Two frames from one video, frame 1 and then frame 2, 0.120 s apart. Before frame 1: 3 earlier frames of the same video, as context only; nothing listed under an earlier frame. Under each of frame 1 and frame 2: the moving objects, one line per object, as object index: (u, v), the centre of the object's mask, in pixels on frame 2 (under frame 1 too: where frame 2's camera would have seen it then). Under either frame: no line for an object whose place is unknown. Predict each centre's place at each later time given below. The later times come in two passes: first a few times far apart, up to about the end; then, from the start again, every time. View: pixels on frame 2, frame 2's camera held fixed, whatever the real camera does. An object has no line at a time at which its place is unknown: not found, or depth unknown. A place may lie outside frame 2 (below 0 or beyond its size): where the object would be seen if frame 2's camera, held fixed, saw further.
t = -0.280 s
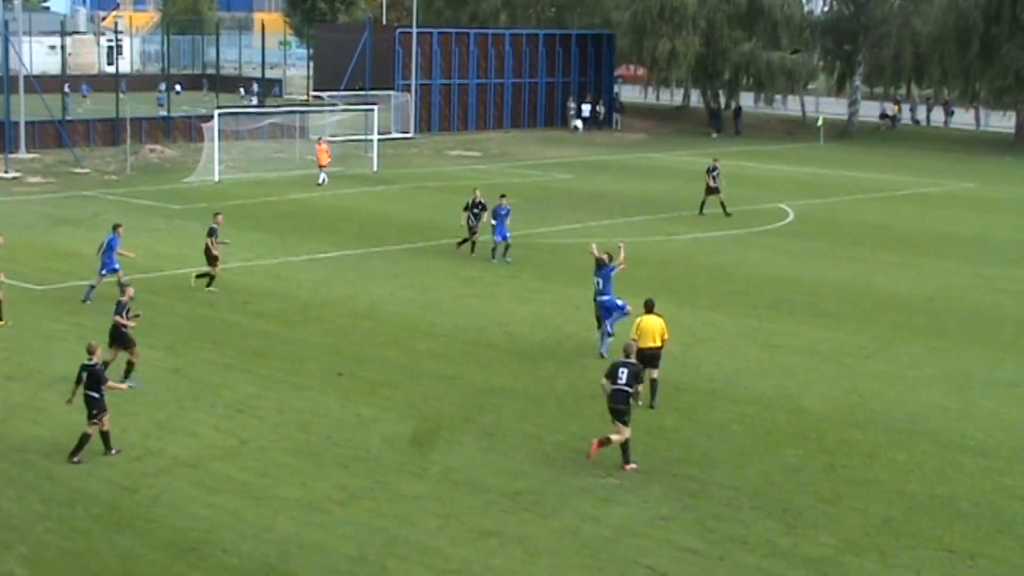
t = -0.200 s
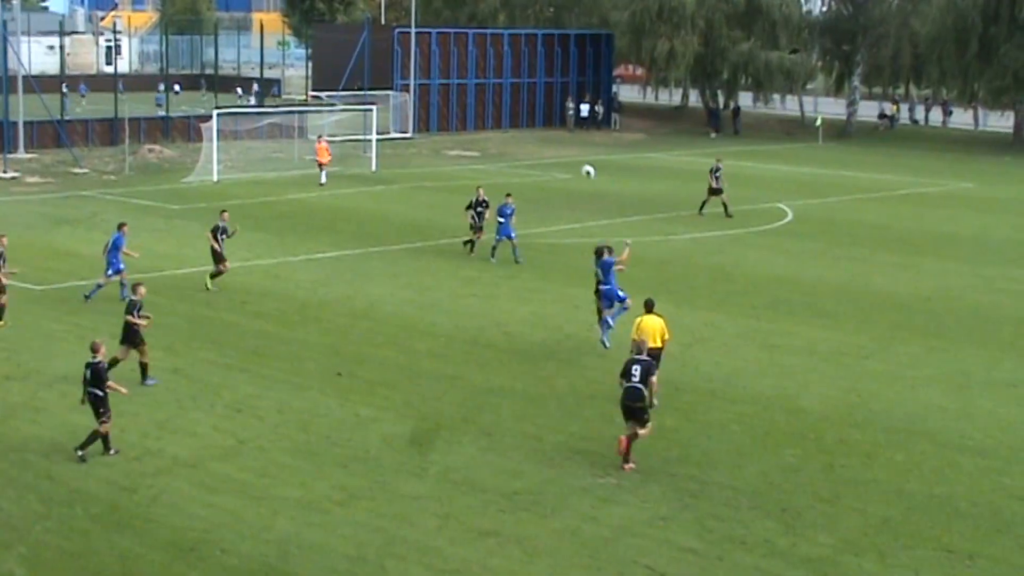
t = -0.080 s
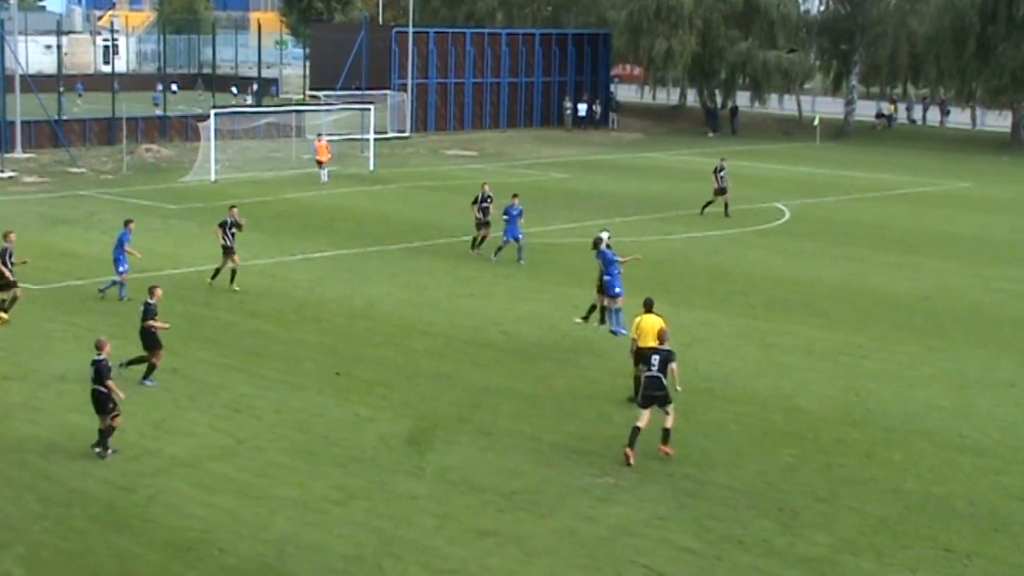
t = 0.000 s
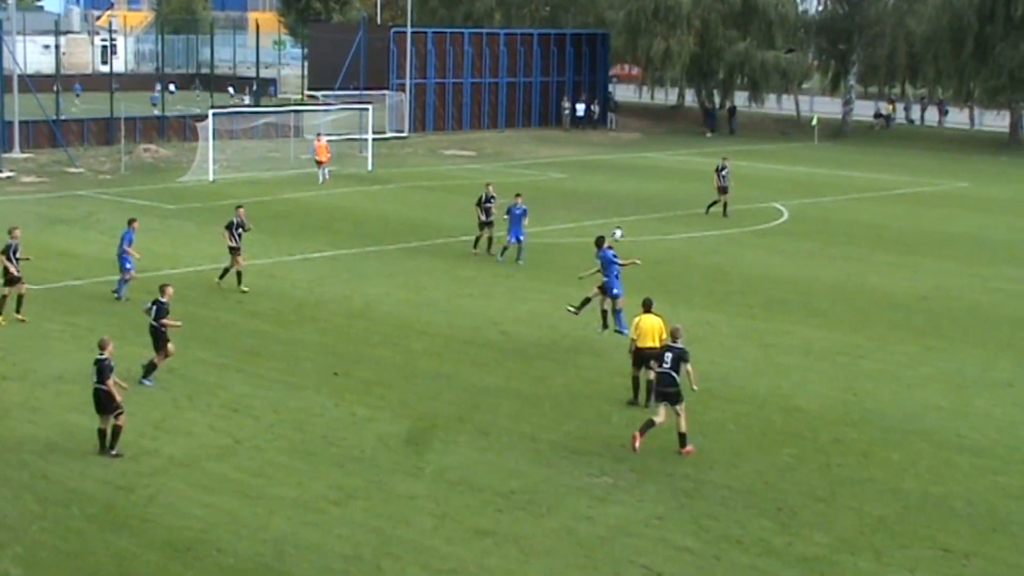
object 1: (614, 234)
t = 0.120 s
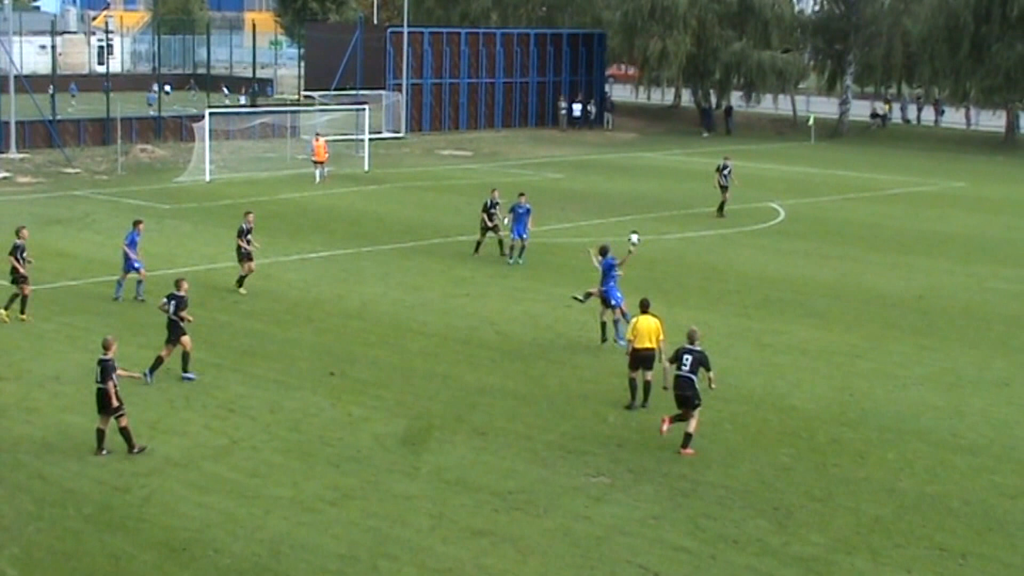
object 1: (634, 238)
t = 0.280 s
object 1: (657, 254)
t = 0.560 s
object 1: (690, 288)
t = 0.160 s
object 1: (640, 241)
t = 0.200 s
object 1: (645, 245)
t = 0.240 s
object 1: (652, 249)
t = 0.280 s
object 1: (657, 254)
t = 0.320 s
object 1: (662, 261)
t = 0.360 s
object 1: (667, 268)
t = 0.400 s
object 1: (672, 276)
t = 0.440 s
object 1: (676, 283)
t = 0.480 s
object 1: (681, 291)
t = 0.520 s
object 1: (685, 298)
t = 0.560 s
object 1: (690, 288)
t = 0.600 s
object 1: (696, 280)
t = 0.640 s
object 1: (700, 272)
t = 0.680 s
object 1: (705, 265)
